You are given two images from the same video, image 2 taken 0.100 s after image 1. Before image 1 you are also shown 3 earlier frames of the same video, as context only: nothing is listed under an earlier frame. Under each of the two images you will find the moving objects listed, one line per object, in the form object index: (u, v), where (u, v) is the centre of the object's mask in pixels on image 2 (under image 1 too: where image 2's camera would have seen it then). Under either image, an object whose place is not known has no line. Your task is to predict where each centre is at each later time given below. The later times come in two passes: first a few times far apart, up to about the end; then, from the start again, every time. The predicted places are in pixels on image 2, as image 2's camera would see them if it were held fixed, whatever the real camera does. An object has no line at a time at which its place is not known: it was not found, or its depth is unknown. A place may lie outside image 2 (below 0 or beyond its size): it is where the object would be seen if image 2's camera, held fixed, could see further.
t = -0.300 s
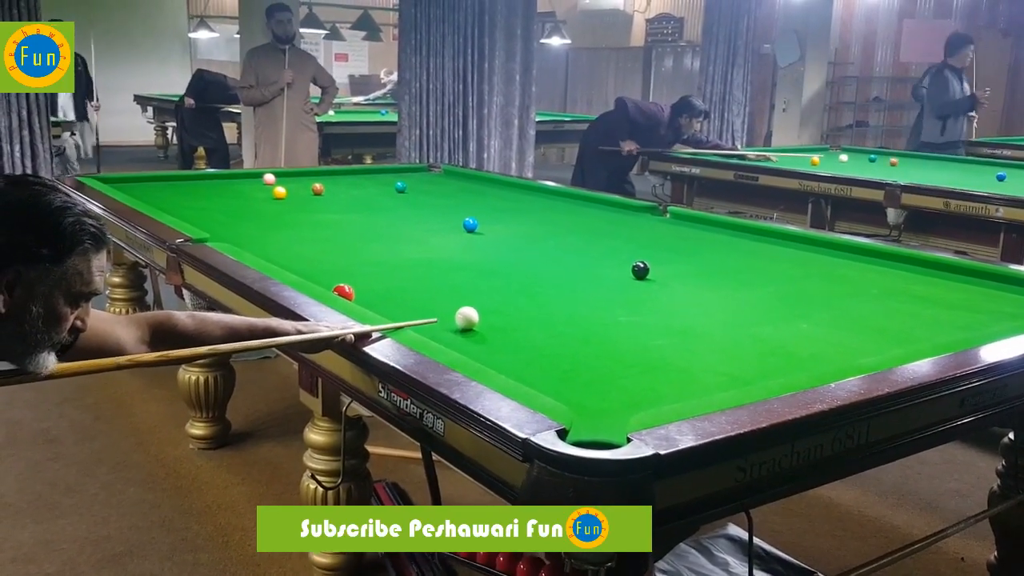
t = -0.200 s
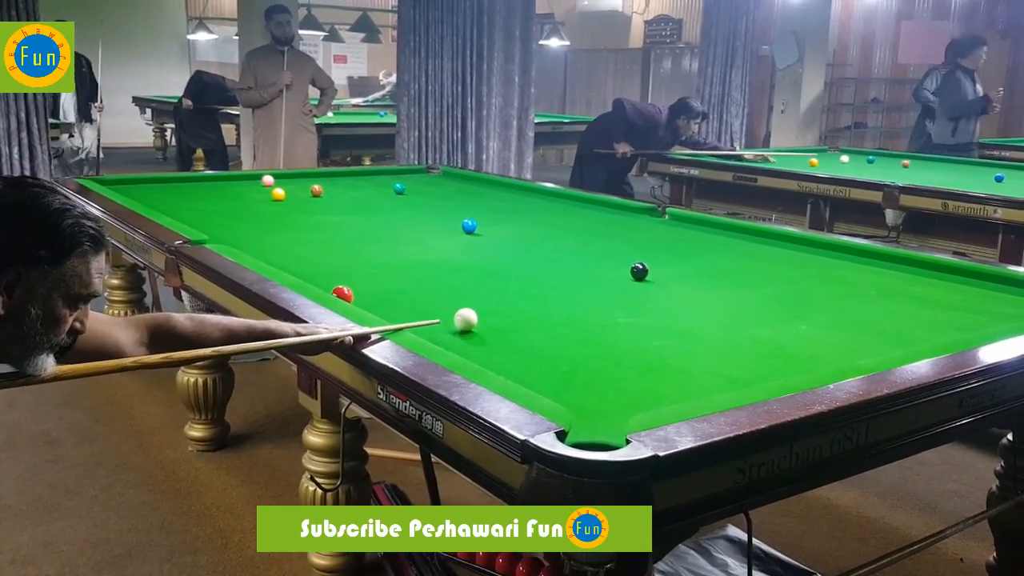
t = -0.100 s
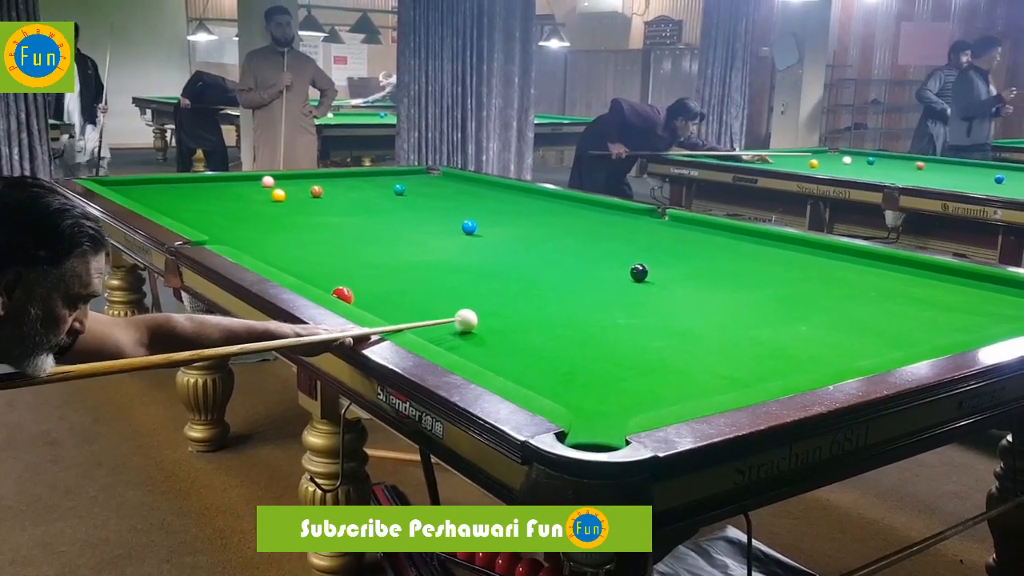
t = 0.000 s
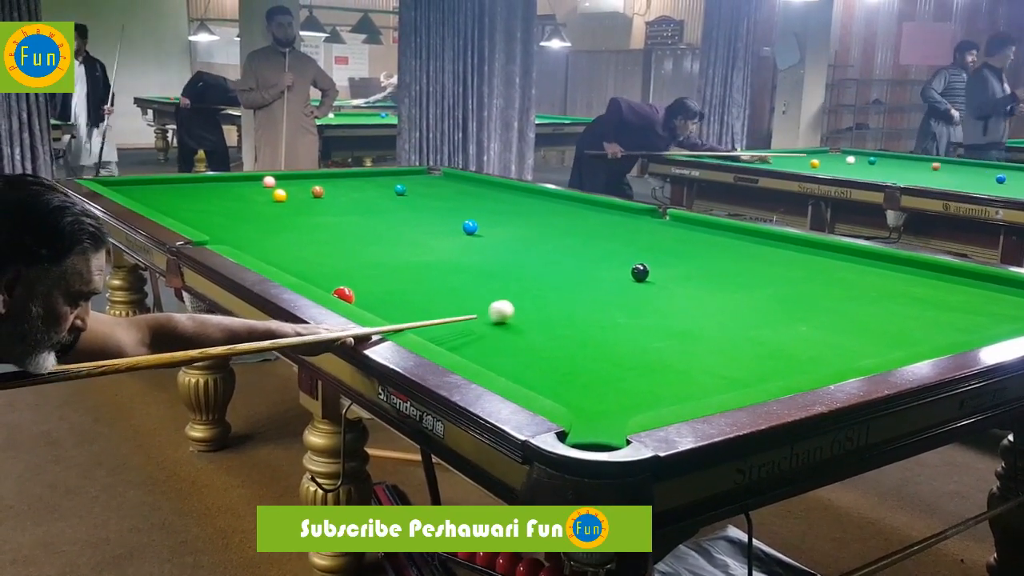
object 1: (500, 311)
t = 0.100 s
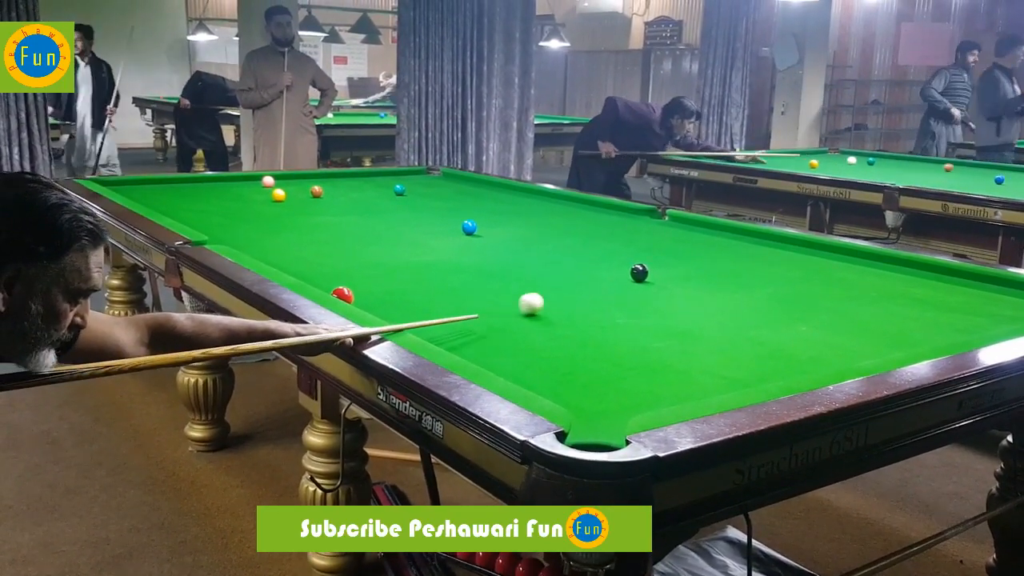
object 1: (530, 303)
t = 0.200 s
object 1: (559, 296)
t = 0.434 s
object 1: (617, 281)
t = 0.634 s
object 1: (661, 275)
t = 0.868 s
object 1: (709, 274)
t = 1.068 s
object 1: (748, 273)
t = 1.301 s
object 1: (790, 271)
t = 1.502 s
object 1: (824, 270)
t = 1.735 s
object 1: (861, 269)
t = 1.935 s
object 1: (891, 268)
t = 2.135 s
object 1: (918, 268)
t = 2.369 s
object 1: (934, 268)
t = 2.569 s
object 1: (929, 271)
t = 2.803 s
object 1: (923, 274)
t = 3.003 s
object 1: (919, 277)
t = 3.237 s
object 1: (914, 279)
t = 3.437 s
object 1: (910, 281)
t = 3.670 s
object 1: (906, 284)
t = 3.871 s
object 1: (903, 285)
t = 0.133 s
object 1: (540, 301)
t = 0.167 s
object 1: (550, 299)
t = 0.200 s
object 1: (559, 296)
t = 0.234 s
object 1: (568, 294)
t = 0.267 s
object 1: (577, 291)
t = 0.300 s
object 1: (585, 289)
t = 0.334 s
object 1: (593, 288)
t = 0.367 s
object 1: (602, 285)
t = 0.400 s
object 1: (610, 283)
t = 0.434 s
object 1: (617, 281)
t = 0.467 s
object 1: (625, 280)
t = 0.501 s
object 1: (632, 277)
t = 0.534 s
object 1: (640, 276)
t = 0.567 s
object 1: (646, 276)
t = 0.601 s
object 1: (654, 276)
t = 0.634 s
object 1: (661, 275)
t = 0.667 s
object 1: (668, 275)
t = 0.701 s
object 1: (675, 275)
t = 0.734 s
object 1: (682, 275)
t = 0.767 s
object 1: (689, 275)
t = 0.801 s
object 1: (696, 274)
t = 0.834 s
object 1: (702, 274)
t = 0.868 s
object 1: (709, 274)
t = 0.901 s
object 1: (716, 274)
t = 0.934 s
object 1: (723, 274)
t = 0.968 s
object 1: (729, 273)
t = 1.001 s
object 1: (735, 273)
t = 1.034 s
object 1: (742, 273)
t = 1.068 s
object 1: (748, 273)
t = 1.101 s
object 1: (754, 272)
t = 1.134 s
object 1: (760, 272)
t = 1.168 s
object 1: (767, 272)
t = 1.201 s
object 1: (773, 272)
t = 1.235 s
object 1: (778, 271)
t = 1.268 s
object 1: (784, 271)
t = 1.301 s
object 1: (790, 271)
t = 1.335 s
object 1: (796, 271)
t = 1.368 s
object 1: (802, 271)
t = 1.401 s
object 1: (807, 271)
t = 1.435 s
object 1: (813, 270)
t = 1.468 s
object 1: (819, 270)
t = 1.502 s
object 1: (824, 270)
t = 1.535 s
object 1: (830, 270)
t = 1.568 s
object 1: (835, 270)
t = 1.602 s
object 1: (840, 270)
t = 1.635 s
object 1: (846, 270)
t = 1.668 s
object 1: (851, 269)
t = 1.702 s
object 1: (856, 269)
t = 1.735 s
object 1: (861, 269)
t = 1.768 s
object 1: (866, 269)
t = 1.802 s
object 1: (872, 269)
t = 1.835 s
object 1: (877, 269)
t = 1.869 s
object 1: (881, 269)
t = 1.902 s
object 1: (886, 269)
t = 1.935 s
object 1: (891, 268)
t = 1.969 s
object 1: (896, 268)
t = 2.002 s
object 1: (900, 268)
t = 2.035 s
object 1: (905, 268)
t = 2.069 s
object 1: (910, 268)
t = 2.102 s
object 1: (914, 268)
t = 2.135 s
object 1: (918, 268)
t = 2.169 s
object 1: (923, 267)
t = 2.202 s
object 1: (928, 267)
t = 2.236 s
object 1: (932, 267)
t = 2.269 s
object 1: (936, 267)
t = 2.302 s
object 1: (936, 268)
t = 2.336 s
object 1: (935, 268)
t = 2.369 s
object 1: (934, 268)
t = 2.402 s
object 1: (933, 269)
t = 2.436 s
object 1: (933, 269)
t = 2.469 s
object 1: (932, 270)
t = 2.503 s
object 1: (931, 270)
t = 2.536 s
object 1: (930, 271)
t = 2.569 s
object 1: (929, 271)
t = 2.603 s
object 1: (928, 272)
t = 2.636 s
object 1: (927, 272)
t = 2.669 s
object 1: (927, 272)
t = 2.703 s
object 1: (925, 273)
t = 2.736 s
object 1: (924, 273)
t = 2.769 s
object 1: (924, 274)
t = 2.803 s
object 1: (923, 274)
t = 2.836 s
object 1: (923, 275)
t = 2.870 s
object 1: (922, 275)
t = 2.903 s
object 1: (921, 276)
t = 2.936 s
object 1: (920, 276)
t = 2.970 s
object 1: (919, 277)
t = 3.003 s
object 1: (919, 277)
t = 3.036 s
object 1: (918, 277)
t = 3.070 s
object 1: (917, 277)
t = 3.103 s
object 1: (916, 278)
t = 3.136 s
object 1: (915, 278)
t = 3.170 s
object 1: (915, 279)
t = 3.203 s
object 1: (914, 279)
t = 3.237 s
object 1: (914, 279)
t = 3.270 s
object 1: (913, 280)
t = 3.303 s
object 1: (912, 280)
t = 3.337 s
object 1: (911, 280)
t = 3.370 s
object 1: (911, 281)
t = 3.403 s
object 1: (910, 281)
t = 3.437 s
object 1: (910, 281)
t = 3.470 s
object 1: (909, 282)
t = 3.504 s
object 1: (909, 282)
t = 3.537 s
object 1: (908, 282)
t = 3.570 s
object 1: (908, 283)
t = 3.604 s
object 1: (907, 283)
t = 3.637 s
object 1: (907, 283)
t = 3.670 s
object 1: (906, 284)
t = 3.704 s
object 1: (906, 284)
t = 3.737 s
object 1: (905, 284)
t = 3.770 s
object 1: (905, 284)
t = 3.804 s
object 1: (904, 285)
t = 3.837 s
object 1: (904, 285)
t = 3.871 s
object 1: (903, 285)
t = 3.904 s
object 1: (903, 285)
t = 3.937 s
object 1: (903, 286)
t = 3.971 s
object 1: (902, 286)
